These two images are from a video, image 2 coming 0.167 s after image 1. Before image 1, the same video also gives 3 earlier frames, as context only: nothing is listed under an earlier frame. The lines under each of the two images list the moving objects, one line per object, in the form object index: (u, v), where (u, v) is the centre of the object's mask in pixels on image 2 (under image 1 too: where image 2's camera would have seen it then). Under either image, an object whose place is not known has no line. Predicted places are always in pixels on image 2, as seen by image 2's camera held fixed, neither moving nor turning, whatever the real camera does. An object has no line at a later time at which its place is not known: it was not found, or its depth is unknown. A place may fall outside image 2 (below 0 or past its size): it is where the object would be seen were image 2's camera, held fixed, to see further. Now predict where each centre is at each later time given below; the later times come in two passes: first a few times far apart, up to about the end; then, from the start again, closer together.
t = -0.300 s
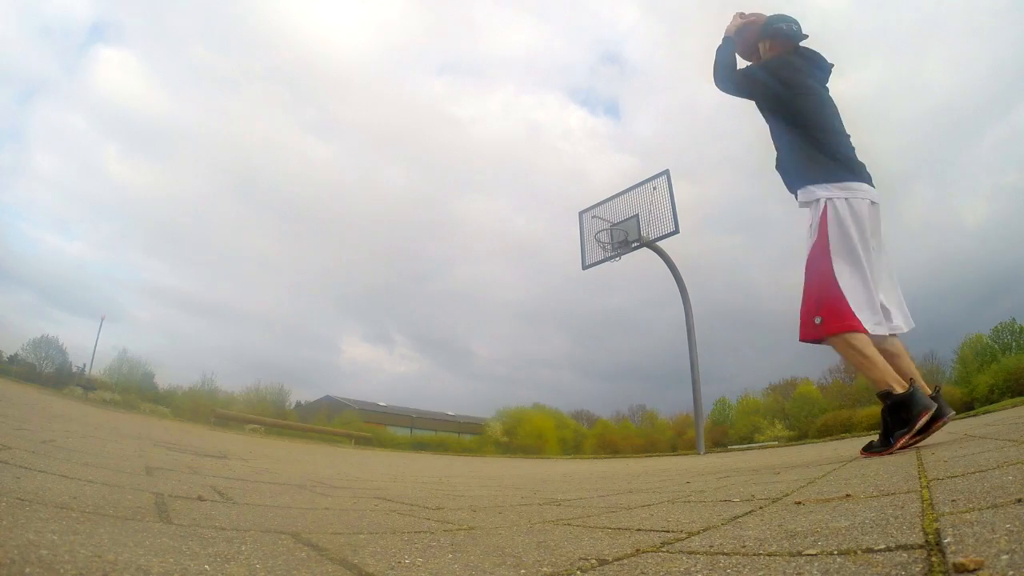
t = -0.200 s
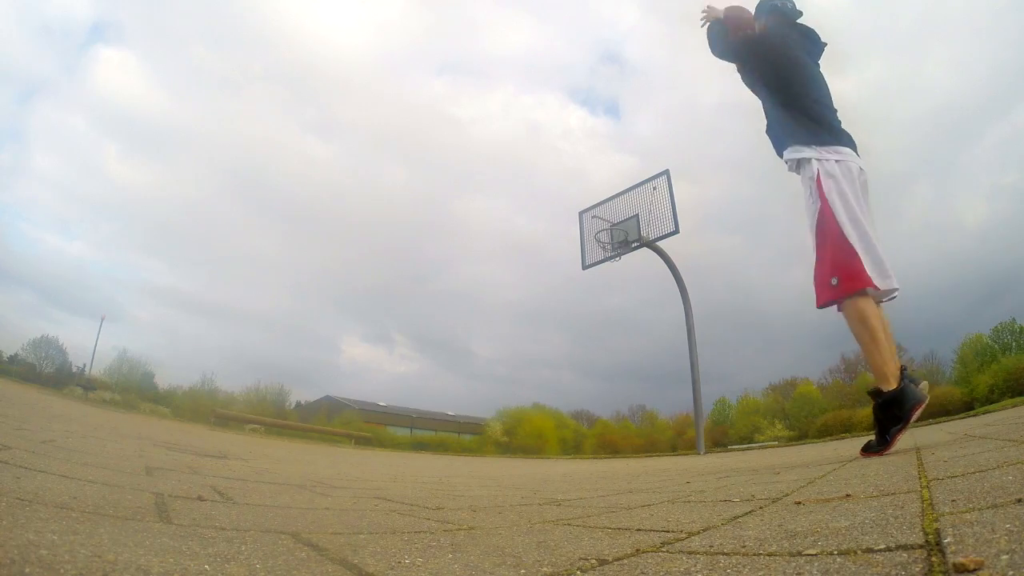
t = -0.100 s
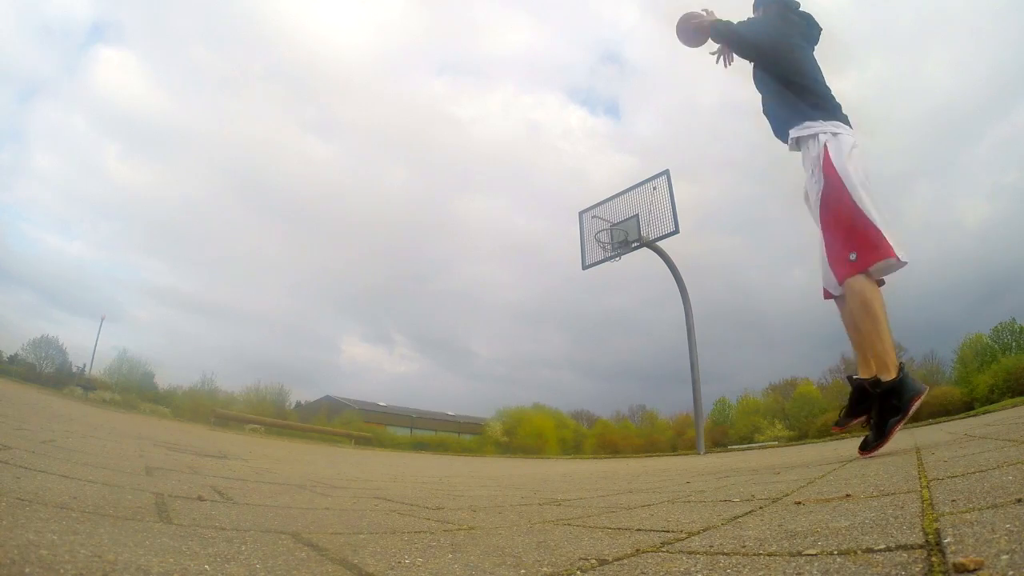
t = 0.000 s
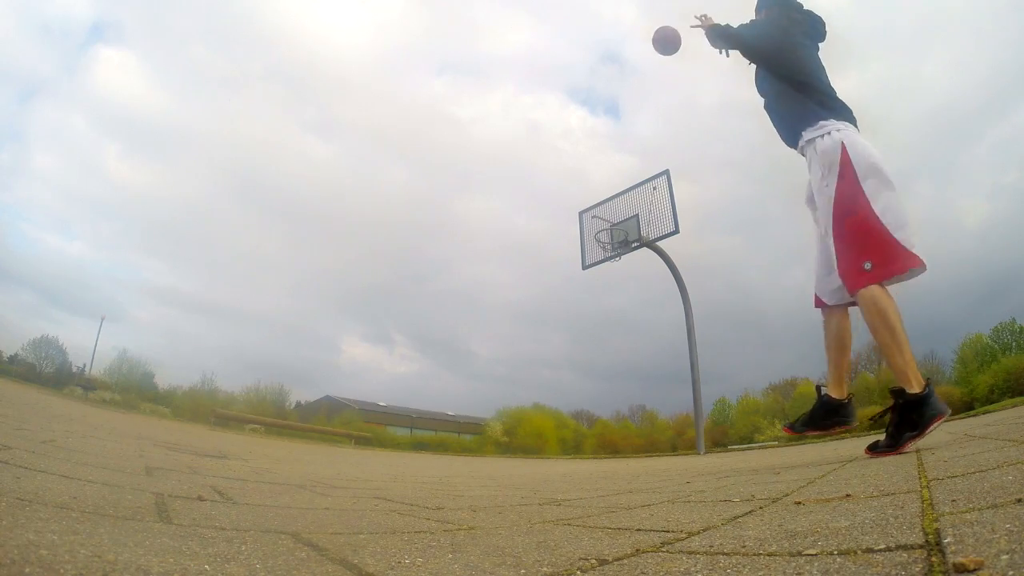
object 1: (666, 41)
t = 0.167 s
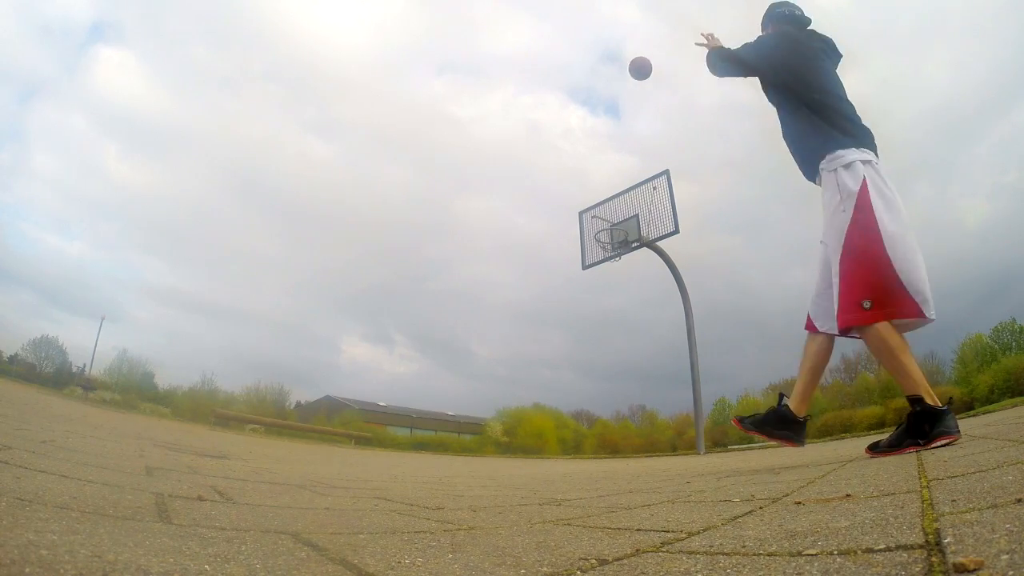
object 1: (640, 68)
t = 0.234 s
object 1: (633, 82)
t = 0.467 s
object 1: (617, 138)
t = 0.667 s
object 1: (609, 201)
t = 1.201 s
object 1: (615, 242)
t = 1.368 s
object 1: (611, 248)
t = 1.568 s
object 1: (610, 264)
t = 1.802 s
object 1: (608, 309)
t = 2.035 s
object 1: (608, 396)
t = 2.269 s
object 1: (605, 411)
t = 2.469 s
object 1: (602, 357)
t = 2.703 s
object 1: (599, 330)
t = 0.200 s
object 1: (636, 75)
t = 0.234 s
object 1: (633, 82)
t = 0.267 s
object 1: (630, 89)
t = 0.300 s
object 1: (627, 96)
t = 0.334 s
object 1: (625, 104)
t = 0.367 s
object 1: (622, 112)
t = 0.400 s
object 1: (621, 120)
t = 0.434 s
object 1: (618, 129)
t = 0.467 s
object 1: (617, 138)
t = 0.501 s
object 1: (615, 148)
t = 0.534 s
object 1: (614, 158)
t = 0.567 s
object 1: (612, 168)
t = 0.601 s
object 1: (611, 179)
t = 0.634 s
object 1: (610, 189)
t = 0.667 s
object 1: (609, 201)
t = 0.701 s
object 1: (608, 212)
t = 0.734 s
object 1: (607, 223)
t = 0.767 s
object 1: (606, 236)
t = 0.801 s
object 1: (607, 243)
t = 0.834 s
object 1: (608, 242)
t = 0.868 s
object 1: (610, 242)
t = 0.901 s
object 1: (611, 242)
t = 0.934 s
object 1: (612, 241)
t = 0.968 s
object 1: (613, 241)
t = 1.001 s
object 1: (614, 242)
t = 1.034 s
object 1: (616, 242)
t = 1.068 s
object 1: (617, 242)
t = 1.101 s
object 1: (617, 242)
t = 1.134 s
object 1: (617, 242)
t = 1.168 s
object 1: (616, 242)
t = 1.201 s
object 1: (615, 242)
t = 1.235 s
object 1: (614, 243)
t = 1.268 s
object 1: (613, 244)
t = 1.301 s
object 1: (612, 245)
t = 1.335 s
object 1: (611, 247)
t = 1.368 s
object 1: (611, 248)
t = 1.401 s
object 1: (611, 250)
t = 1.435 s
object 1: (611, 252)
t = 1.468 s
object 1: (611, 255)
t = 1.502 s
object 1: (610, 257)
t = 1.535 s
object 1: (610, 261)
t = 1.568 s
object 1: (610, 264)
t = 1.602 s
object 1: (609, 268)
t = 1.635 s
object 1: (609, 273)
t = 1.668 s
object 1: (609, 279)
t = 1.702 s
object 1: (608, 285)
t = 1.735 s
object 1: (608, 292)
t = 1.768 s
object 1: (608, 300)
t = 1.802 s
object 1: (608, 309)
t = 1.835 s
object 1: (608, 319)
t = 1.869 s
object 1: (608, 330)
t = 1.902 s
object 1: (608, 341)
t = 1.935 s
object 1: (608, 354)
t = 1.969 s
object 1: (608, 367)
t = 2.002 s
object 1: (608, 381)
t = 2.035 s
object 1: (608, 396)
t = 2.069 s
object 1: (608, 412)
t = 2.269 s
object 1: (605, 411)
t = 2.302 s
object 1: (605, 400)
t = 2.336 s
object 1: (604, 390)
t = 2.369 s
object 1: (603, 380)
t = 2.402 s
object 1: (603, 372)
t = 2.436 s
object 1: (602, 364)
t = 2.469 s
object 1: (602, 357)
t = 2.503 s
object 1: (601, 351)
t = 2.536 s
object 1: (601, 345)
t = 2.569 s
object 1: (600, 341)
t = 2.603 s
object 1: (600, 337)
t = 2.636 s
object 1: (600, 334)
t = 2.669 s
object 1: (599, 332)
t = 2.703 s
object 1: (599, 330)
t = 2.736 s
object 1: (599, 330)
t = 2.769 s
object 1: (599, 330)
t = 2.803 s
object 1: (599, 330)
